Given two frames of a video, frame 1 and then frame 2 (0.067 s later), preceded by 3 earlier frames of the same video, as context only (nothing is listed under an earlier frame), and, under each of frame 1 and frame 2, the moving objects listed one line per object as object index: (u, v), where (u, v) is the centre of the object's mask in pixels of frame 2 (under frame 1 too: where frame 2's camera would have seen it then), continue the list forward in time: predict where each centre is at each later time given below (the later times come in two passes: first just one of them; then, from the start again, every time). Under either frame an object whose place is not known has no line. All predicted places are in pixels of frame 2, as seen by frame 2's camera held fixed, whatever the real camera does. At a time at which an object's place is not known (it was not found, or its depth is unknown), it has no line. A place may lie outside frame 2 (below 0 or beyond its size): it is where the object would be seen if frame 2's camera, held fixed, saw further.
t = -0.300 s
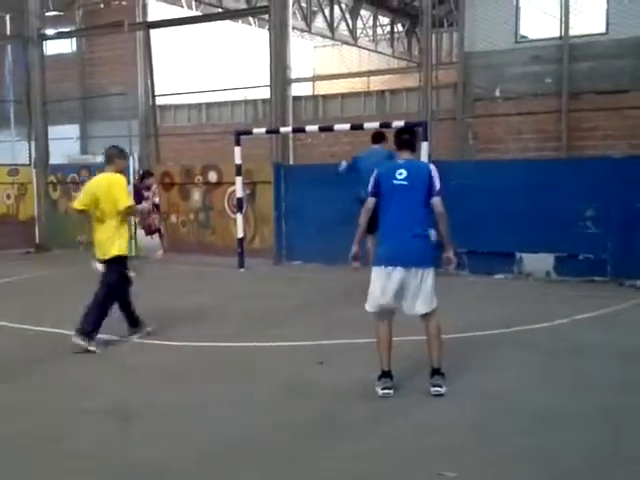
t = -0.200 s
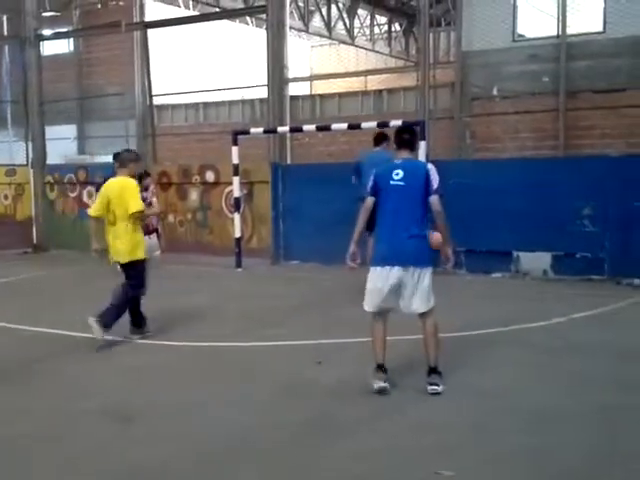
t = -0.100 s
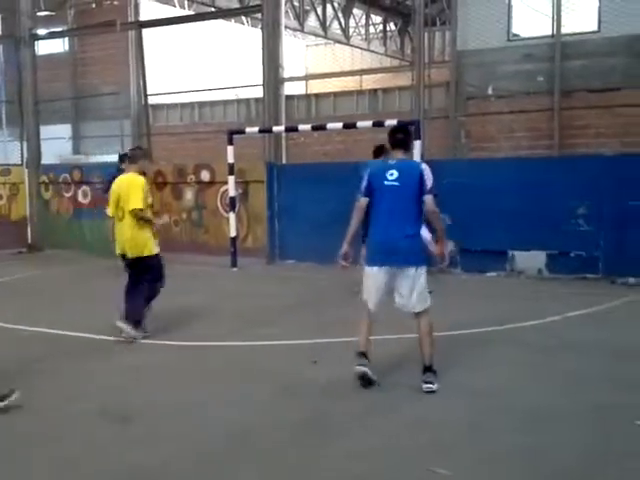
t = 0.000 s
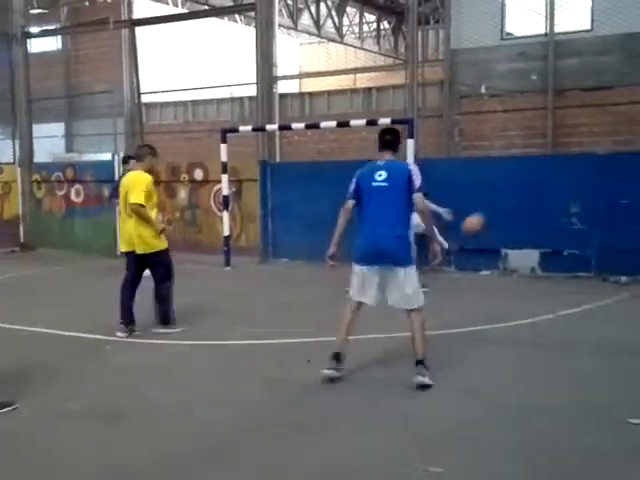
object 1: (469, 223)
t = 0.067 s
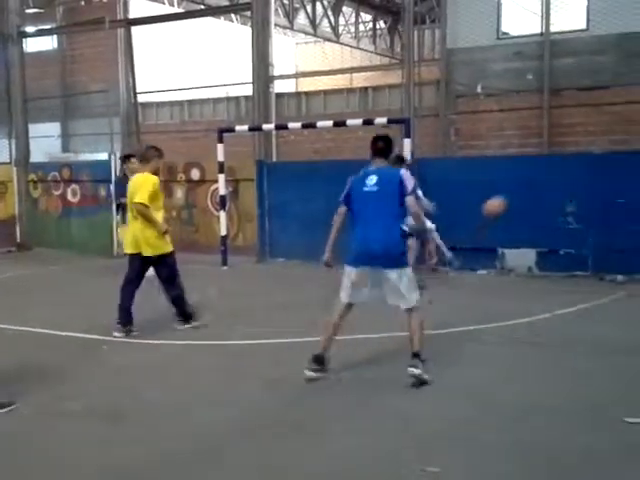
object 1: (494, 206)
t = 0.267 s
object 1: (578, 176)
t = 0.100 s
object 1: (507, 199)
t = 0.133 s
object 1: (520, 192)
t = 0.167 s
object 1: (534, 187)
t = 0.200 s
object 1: (549, 182)
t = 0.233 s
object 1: (563, 178)
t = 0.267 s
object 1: (578, 176)
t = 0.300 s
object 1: (595, 174)
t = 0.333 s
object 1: (610, 175)
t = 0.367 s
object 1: (627, 175)
